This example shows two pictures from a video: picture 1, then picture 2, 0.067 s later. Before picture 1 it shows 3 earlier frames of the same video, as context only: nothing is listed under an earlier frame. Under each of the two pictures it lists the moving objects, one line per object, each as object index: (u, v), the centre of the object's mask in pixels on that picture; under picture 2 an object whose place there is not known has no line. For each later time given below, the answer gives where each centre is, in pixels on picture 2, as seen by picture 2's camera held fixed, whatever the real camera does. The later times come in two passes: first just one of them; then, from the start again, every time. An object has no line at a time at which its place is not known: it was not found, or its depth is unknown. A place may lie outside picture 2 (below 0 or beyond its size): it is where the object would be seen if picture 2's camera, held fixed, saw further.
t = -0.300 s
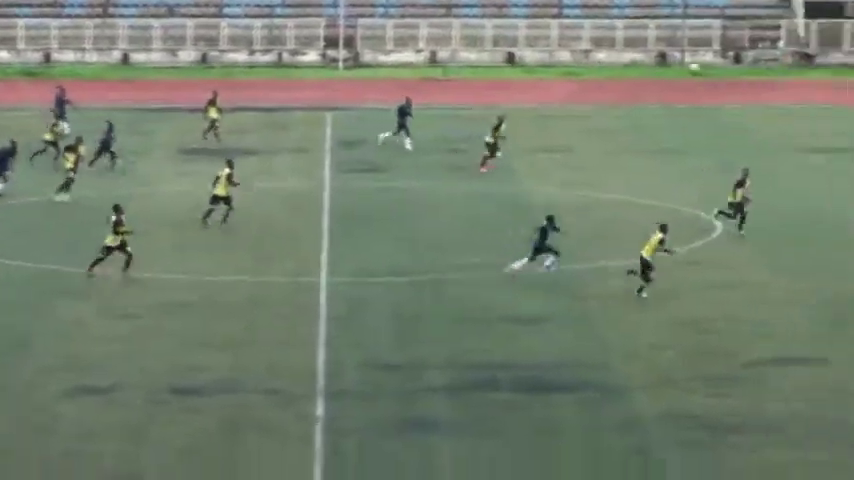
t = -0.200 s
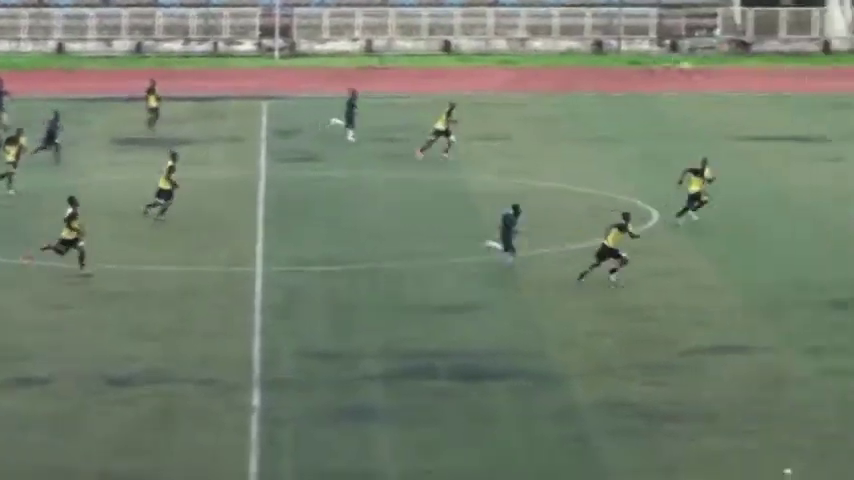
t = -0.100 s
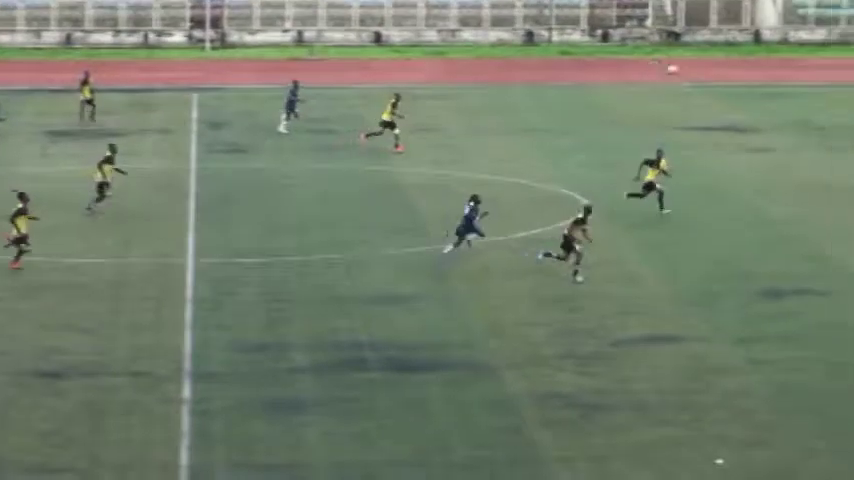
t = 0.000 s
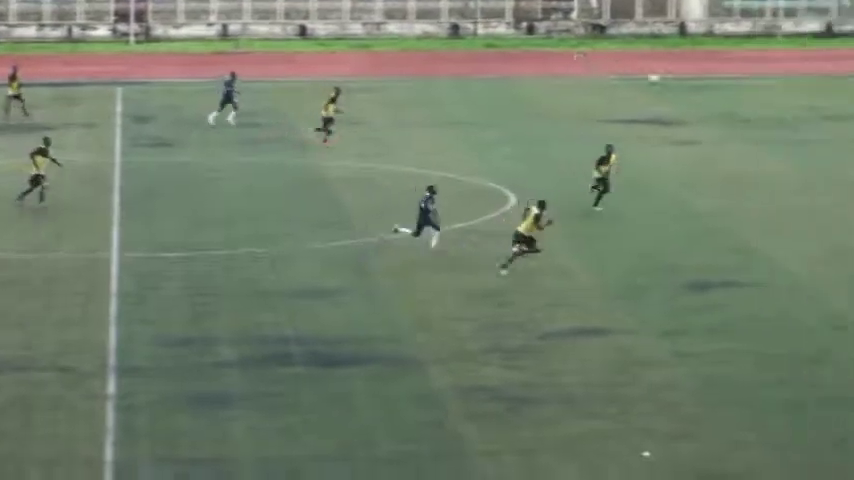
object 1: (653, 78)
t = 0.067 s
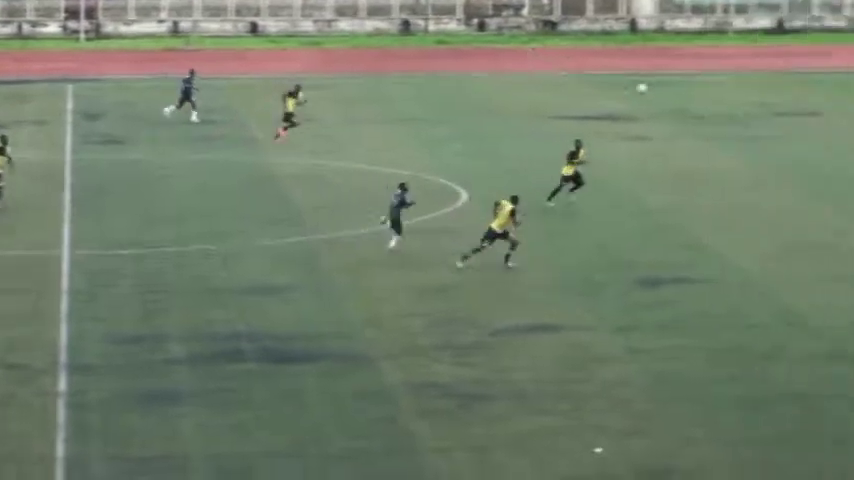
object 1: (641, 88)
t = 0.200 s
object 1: (716, 120)
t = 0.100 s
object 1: (660, 95)
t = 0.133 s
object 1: (678, 102)
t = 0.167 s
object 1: (696, 111)
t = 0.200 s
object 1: (716, 120)
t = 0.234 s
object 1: (734, 128)
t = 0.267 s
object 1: (752, 137)
